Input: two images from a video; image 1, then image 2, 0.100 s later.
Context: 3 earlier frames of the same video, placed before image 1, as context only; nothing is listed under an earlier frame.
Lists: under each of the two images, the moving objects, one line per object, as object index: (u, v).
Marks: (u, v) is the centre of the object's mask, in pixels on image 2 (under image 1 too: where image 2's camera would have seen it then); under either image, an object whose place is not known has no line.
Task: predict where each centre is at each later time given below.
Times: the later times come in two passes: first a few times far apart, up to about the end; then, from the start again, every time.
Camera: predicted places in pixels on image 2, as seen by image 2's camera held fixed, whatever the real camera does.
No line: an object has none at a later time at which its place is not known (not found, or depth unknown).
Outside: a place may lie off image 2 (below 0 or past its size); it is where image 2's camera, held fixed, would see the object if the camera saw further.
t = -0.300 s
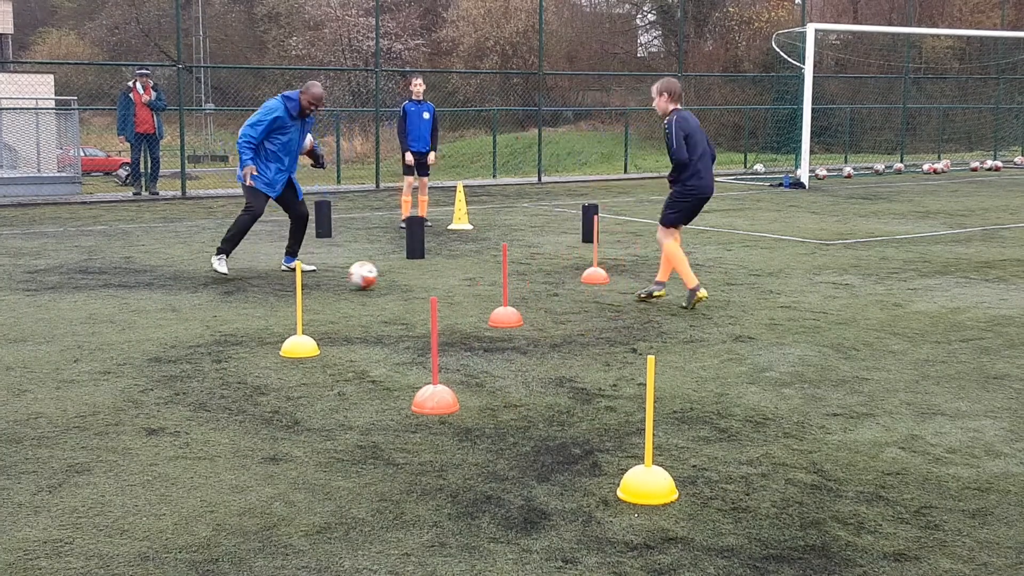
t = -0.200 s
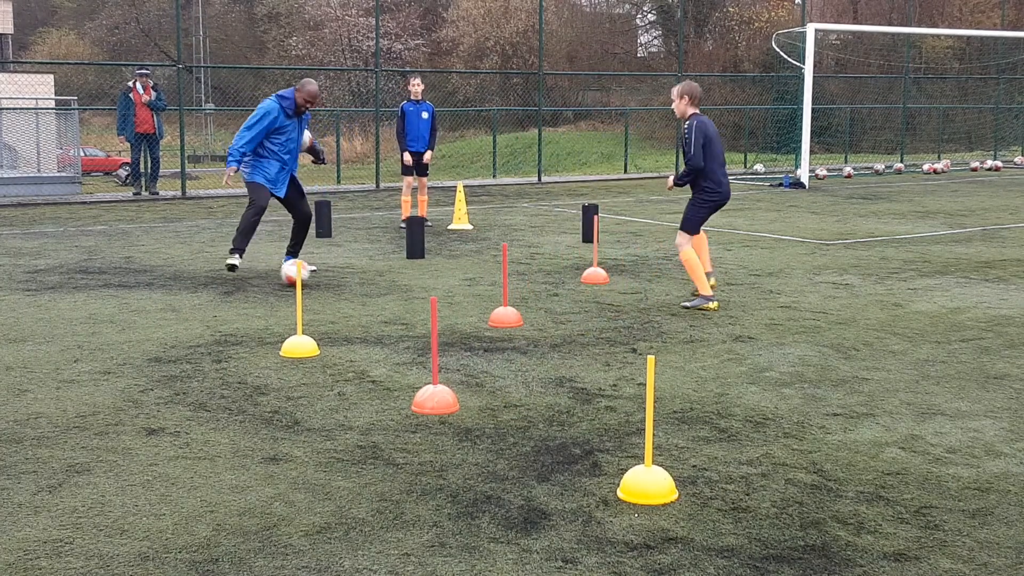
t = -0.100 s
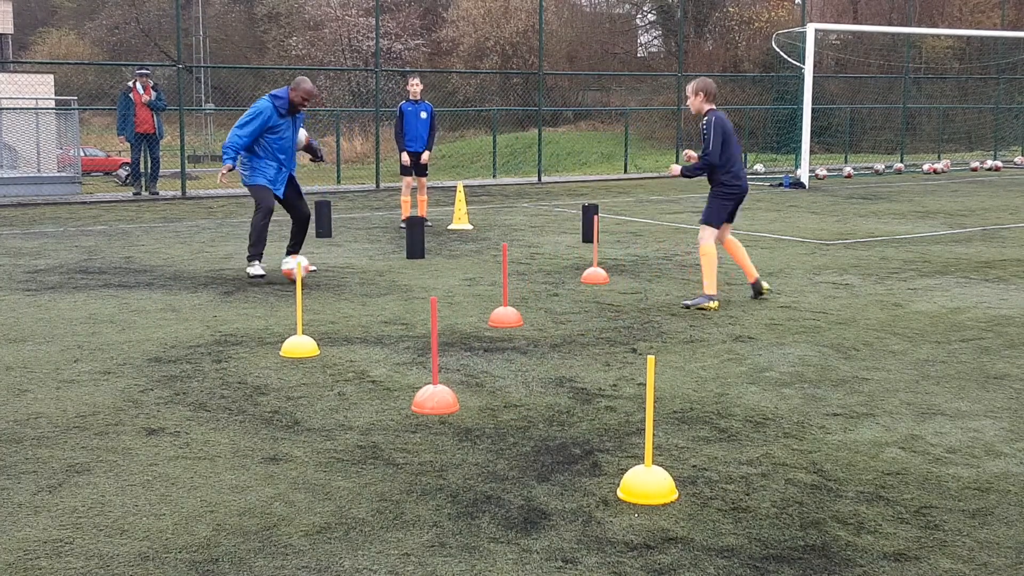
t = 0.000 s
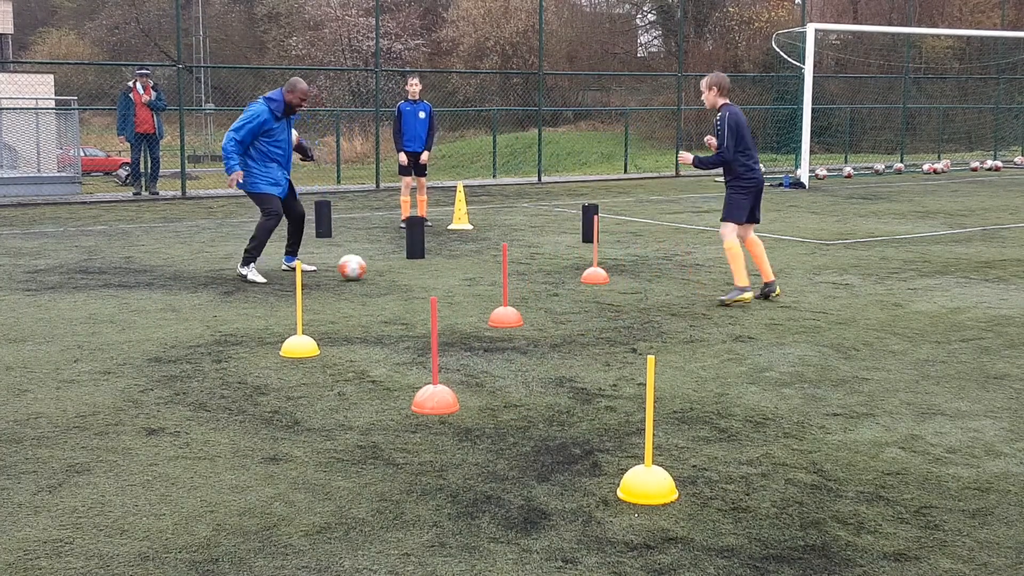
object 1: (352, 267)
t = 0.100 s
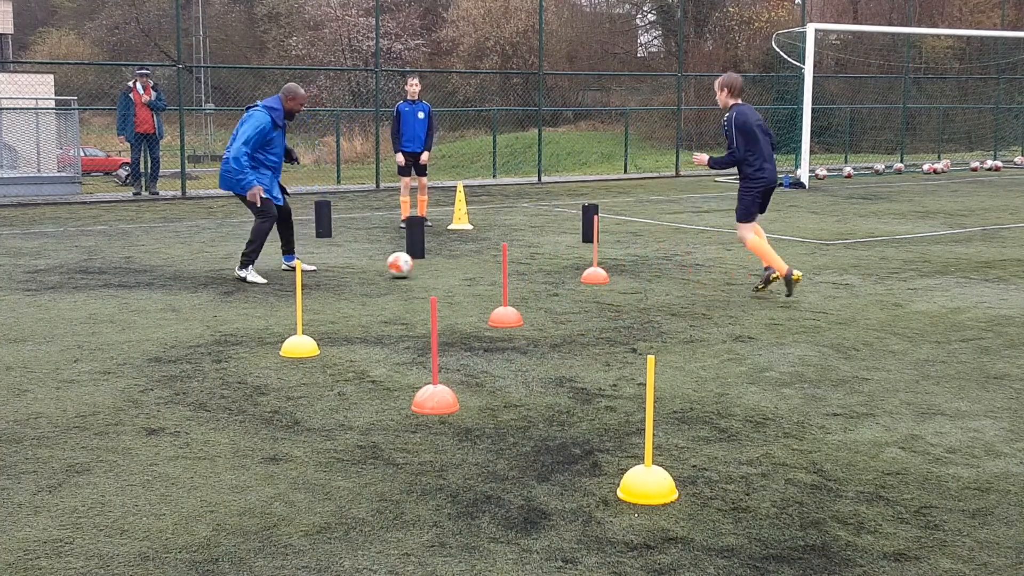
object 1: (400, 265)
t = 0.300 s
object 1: (475, 260)
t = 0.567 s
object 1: (557, 257)
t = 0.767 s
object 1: (612, 253)
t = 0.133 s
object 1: (414, 264)
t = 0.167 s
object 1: (428, 263)
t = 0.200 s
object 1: (441, 262)
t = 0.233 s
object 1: (453, 262)
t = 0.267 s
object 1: (464, 261)
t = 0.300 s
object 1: (475, 260)
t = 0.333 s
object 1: (486, 260)
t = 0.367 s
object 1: (494, 259)
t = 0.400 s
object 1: (508, 259)
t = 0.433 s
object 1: (518, 259)
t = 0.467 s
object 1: (527, 258)
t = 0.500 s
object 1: (537, 257)
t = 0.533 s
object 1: (547, 257)
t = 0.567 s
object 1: (557, 257)
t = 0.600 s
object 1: (566, 256)
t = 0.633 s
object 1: (576, 255)
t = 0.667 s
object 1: (584, 254)
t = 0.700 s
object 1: (593, 253)
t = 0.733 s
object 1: (605, 253)
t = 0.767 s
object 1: (612, 253)
